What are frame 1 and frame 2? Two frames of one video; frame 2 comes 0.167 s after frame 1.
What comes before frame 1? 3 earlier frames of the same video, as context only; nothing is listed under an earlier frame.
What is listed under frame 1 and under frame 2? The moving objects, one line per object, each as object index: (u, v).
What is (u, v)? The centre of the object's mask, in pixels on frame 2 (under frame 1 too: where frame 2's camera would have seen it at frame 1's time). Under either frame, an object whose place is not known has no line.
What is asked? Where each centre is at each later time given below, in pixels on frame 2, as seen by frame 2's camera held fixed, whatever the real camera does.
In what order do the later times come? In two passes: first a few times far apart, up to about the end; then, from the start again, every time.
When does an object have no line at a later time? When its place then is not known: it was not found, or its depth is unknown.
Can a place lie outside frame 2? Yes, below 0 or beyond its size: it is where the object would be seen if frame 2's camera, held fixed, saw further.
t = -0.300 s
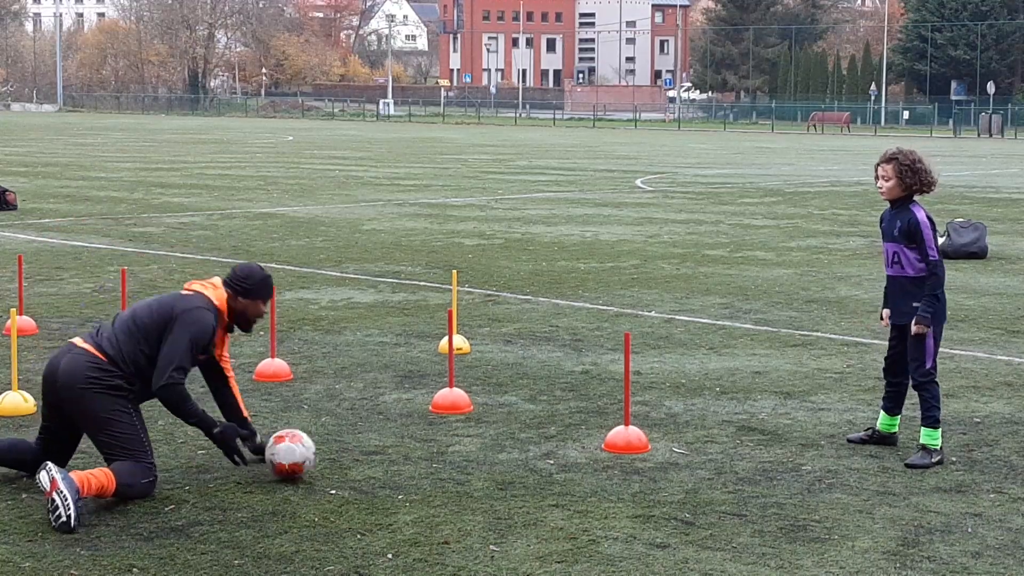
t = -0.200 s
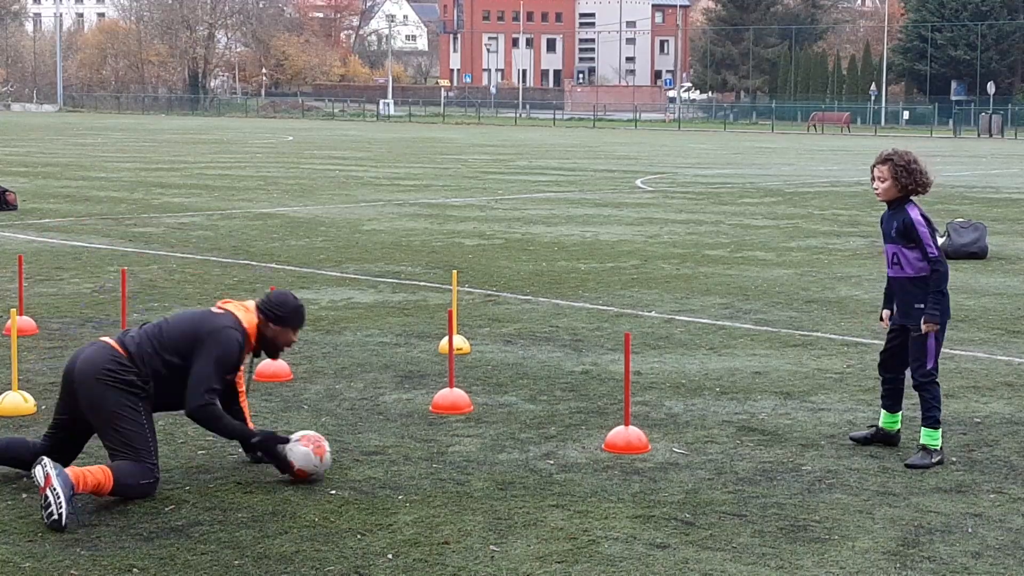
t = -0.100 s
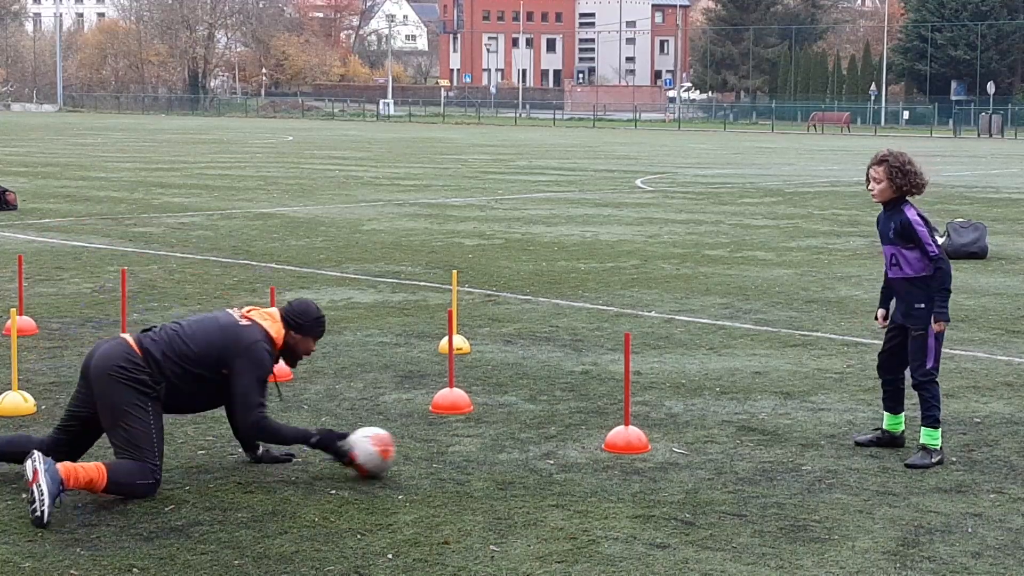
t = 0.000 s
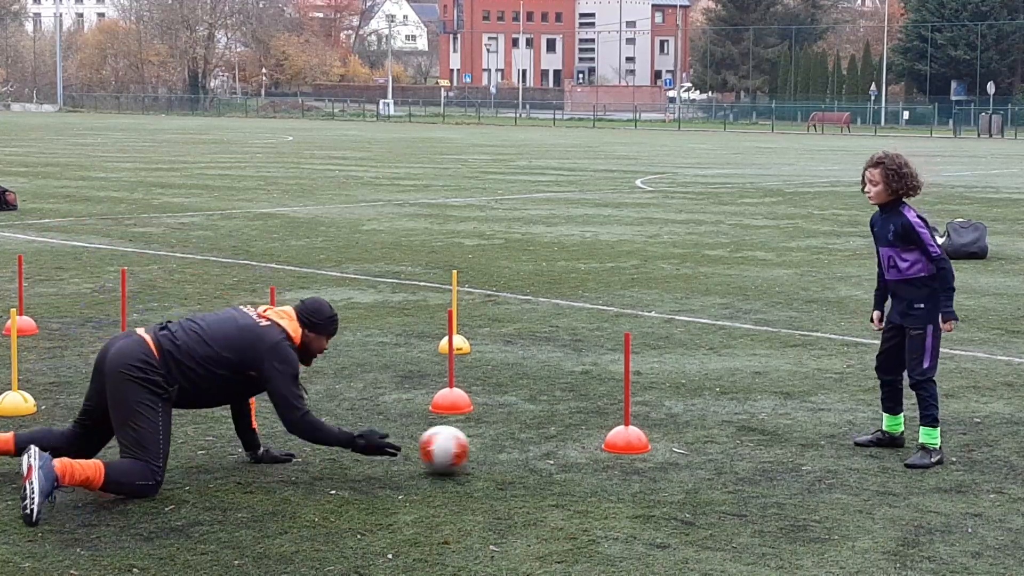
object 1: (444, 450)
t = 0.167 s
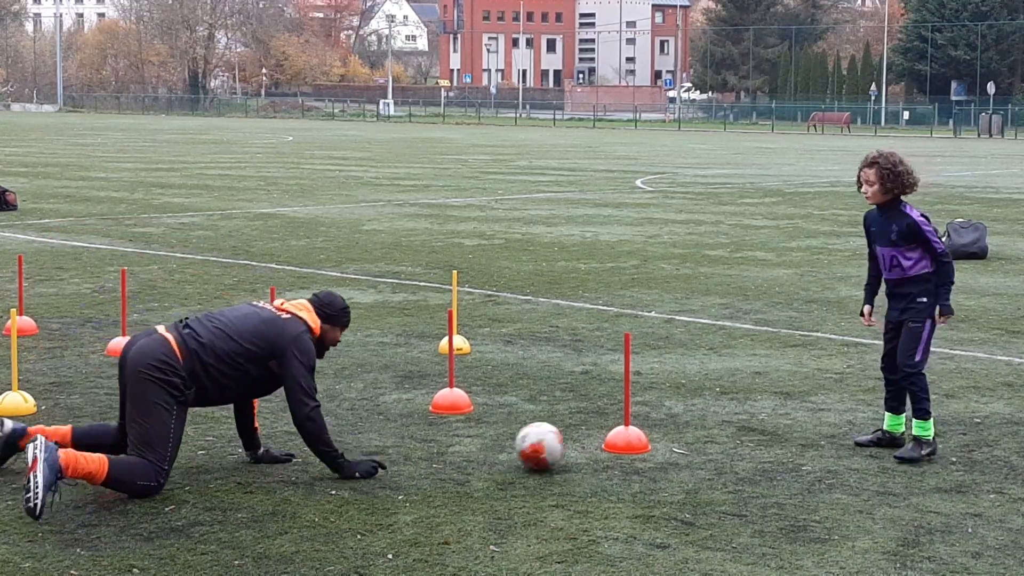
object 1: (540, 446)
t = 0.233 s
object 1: (571, 444)
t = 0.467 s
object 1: (677, 438)
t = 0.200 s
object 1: (555, 444)
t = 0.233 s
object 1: (571, 444)
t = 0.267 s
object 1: (586, 444)
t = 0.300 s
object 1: (602, 443)
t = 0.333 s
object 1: (617, 442)
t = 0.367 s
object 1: (632, 441)
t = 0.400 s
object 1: (648, 440)
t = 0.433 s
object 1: (663, 439)
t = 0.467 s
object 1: (677, 438)
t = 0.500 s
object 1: (693, 438)
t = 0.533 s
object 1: (707, 436)
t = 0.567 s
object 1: (721, 436)
